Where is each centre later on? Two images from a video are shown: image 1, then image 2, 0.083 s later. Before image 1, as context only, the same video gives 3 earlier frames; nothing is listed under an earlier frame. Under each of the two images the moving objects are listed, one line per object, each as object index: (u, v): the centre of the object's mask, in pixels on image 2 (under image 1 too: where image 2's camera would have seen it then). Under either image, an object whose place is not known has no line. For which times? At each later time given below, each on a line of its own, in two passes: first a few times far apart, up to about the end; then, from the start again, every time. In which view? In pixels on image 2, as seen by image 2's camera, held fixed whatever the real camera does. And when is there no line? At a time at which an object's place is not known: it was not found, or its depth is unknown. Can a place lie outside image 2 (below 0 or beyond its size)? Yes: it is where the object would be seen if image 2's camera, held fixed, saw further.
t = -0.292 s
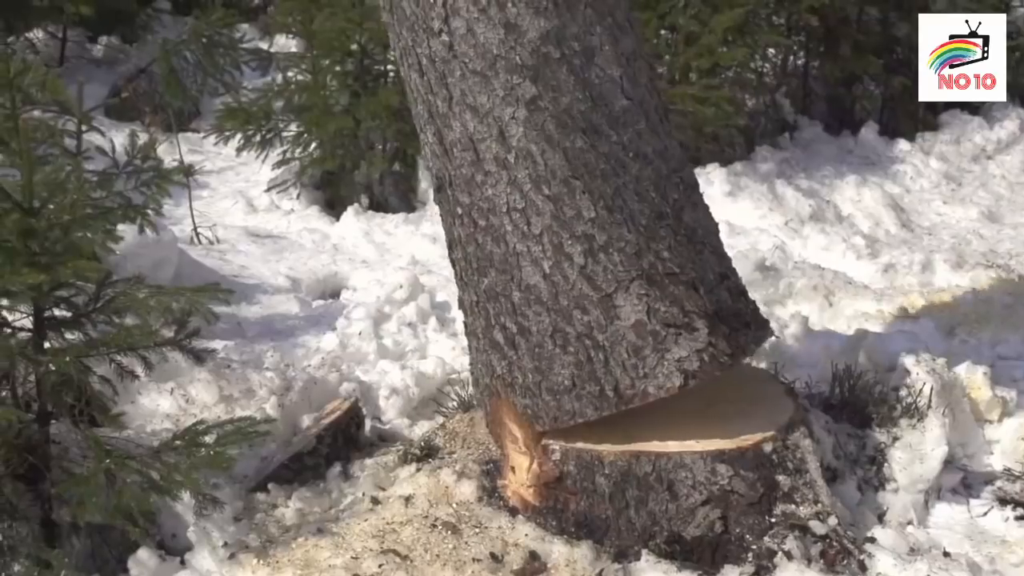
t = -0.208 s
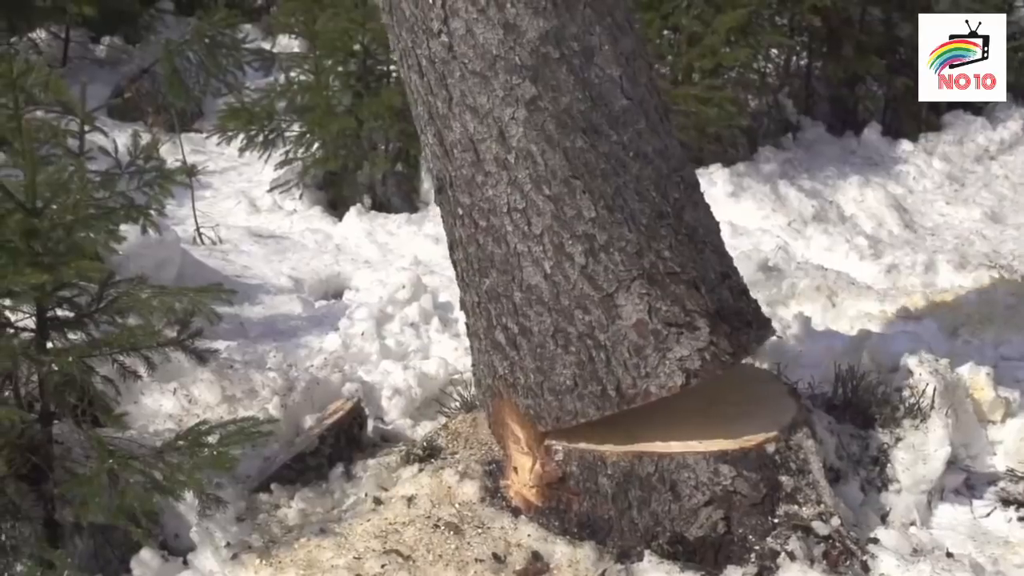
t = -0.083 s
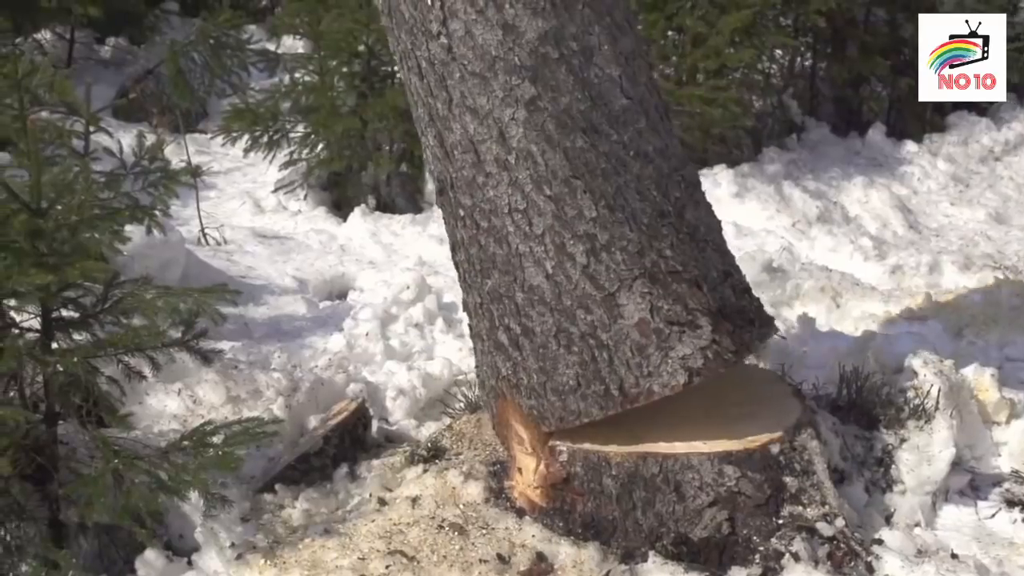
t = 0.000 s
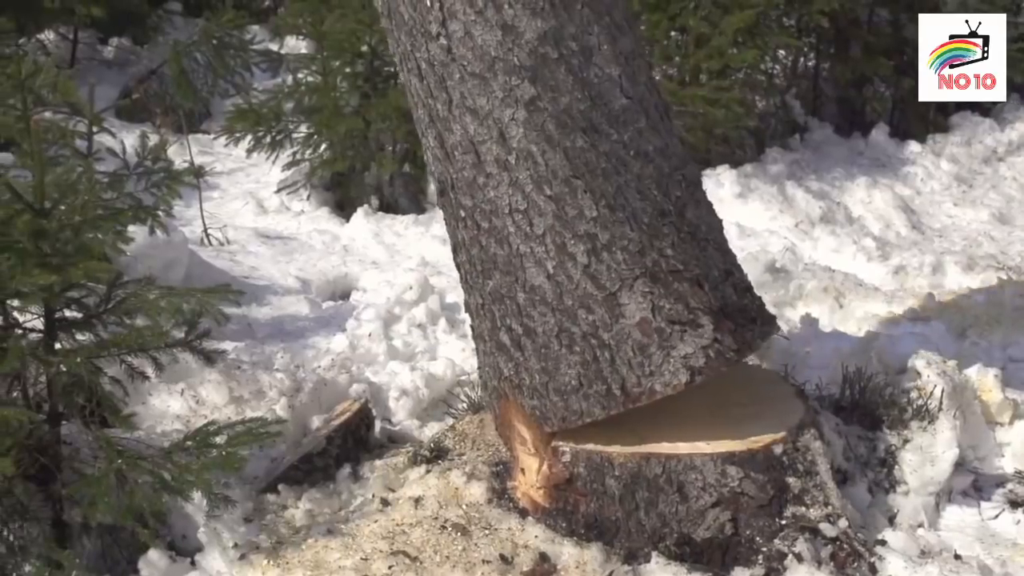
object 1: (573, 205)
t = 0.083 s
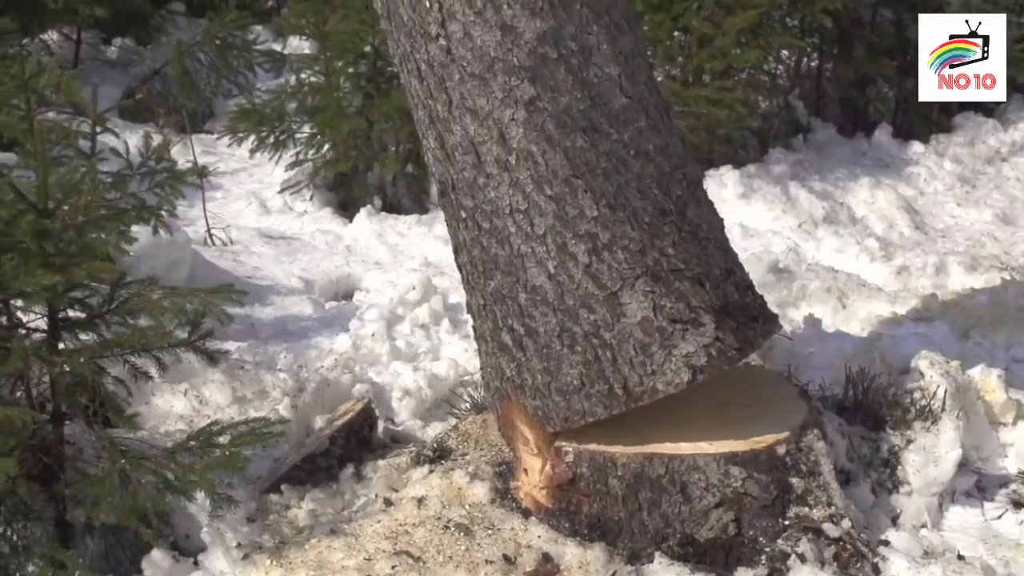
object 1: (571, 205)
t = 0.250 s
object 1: (565, 204)
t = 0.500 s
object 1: (557, 201)
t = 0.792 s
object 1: (547, 199)
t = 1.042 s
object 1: (537, 197)
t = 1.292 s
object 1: (526, 195)
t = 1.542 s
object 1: (514, 194)
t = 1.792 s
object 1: (501, 192)
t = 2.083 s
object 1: (485, 190)
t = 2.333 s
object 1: (470, 187)
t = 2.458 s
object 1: (461, 185)
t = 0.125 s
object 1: (569, 205)
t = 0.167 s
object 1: (568, 204)
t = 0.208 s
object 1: (566, 203)
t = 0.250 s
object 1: (565, 204)
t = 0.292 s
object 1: (564, 203)
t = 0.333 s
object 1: (563, 203)
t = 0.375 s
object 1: (561, 203)
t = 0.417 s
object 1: (560, 201)
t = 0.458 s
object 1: (558, 201)
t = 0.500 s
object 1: (557, 201)
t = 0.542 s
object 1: (556, 201)
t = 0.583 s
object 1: (554, 200)
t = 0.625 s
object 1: (552, 200)
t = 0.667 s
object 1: (551, 200)
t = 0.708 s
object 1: (549, 200)
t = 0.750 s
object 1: (548, 199)
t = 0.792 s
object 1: (547, 199)
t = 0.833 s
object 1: (545, 199)
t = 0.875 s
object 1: (543, 199)
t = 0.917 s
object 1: (542, 198)
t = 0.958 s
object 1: (540, 198)
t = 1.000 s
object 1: (538, 198)
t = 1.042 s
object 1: (537, 197)
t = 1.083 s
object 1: (535, 197)
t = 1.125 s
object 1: (533, 197)
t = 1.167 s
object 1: (531, 197)
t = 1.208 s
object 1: (529, 196)
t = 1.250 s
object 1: (528, 196)
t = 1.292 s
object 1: (526, 195)
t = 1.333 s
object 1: (524, 195)
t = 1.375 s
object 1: (522, 195)
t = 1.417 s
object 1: (520, 194)
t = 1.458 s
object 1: (518, 195)
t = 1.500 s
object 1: (516, 195)
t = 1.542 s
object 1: (514, 194)
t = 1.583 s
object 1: (512, 194)
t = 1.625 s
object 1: (510, 194)
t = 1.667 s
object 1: (508, 193)
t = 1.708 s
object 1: (506, 193)
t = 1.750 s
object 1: (503, 192)
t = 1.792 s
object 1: (501, 192)
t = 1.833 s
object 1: (499, 192)
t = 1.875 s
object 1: (497, 191)
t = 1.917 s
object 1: (495, 191)
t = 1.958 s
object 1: (492, 191)
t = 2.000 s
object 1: (490, 190)
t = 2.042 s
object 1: (488, 191)
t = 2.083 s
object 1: (485, 190)
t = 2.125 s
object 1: (483, 190)
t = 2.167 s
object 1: (481, 189)
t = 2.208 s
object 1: (479, 189)
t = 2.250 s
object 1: (476, 189)
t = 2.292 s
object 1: (473, 190)
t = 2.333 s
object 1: (470, 187)
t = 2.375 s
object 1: (467, 189)
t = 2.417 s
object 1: (464, 186)
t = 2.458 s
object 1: (461, 185)
